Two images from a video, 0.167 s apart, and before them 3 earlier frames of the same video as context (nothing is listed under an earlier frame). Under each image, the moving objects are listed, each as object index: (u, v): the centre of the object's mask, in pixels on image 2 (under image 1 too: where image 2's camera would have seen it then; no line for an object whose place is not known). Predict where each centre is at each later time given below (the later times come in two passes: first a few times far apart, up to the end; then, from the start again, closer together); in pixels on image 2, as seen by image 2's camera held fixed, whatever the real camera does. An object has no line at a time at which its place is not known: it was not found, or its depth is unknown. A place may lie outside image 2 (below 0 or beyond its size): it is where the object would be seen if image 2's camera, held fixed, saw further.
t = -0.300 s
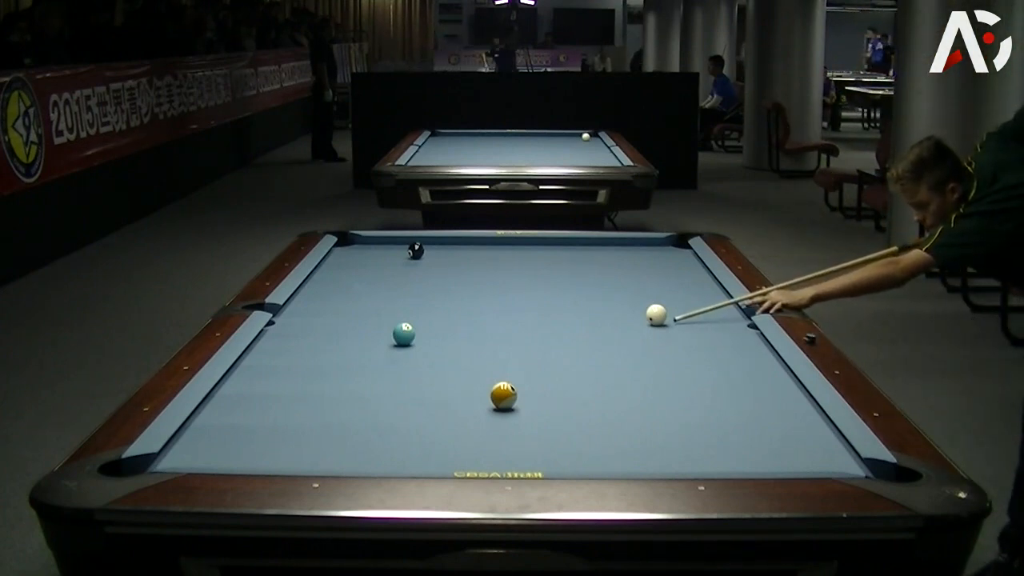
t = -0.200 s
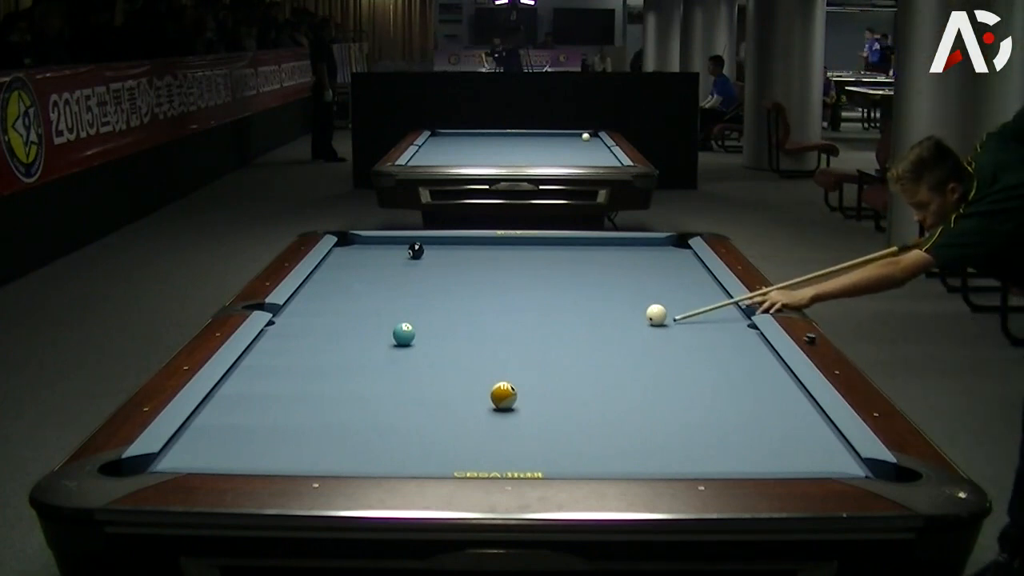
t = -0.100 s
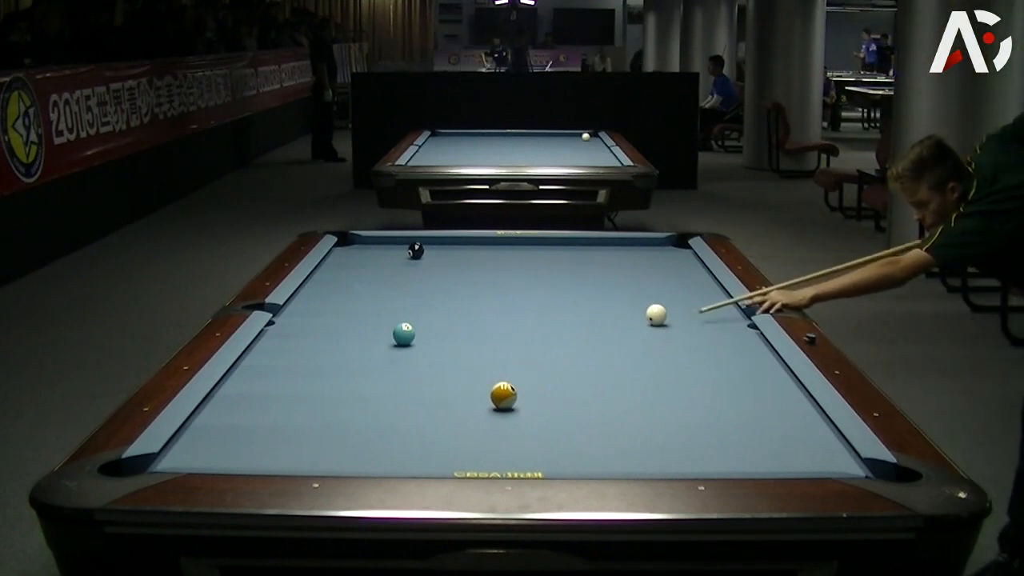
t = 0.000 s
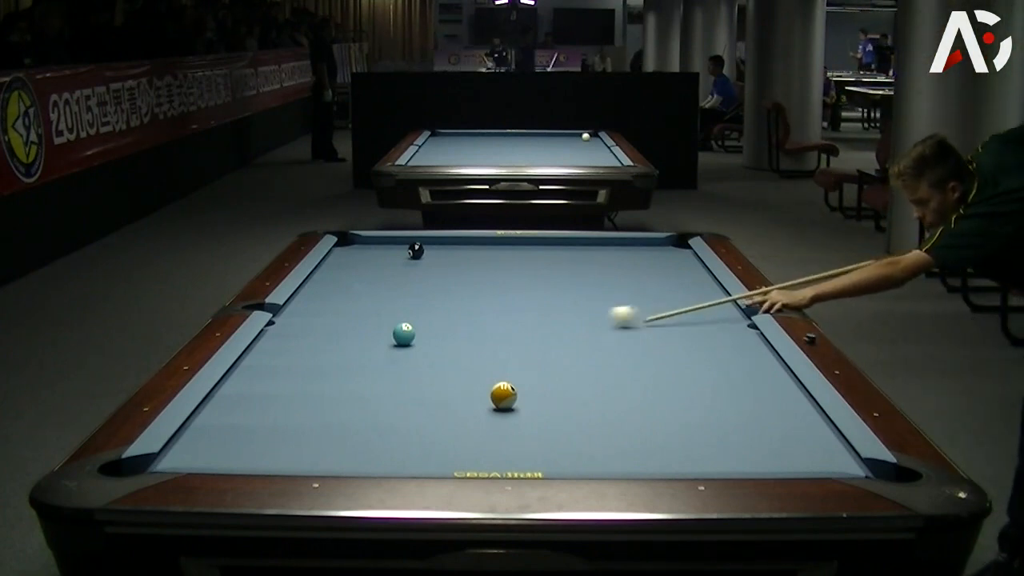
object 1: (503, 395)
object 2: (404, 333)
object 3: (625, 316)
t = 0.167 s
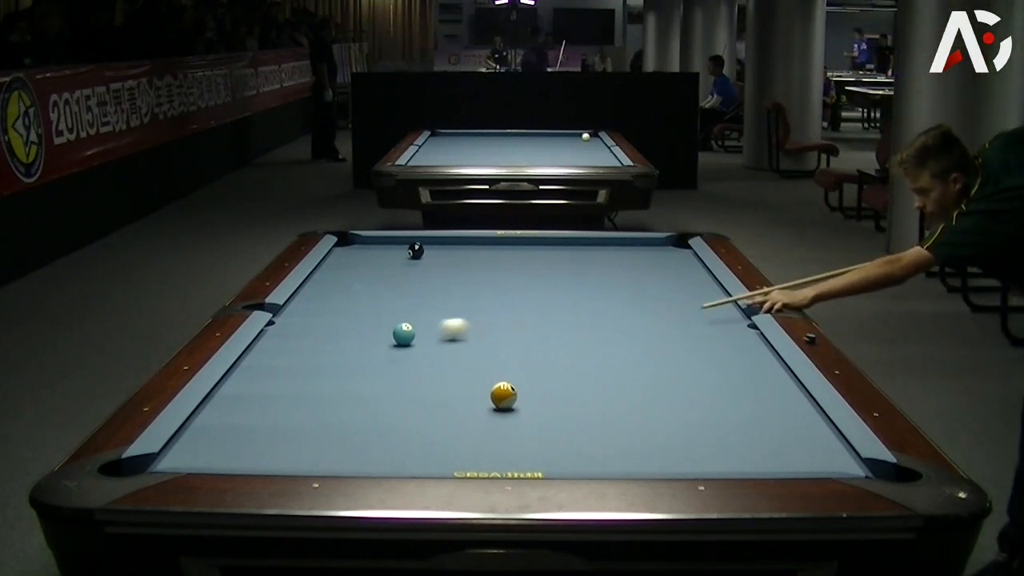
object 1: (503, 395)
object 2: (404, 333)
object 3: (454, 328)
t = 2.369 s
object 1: (768, 427)
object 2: (592, 454)
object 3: (384, 275)
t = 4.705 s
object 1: (568, 454)
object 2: (737, 454)
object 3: (374, 256)
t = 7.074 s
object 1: (541, 457)
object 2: (745, 453)
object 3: (374, 254)
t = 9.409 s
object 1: (541, 457)
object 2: (745, 453)
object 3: (374, 254)
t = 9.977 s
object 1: (541, 457)
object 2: (745, 453)
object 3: (374, 254)
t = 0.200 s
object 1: (503, 395)
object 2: (401, 334)
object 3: (423, 330)
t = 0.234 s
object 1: (503, 395)
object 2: (373, 337)
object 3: (417, 329)
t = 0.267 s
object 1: (503, 395)
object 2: (344, 342)
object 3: (413, 328)
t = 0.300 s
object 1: (503, 395)
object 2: (316, 346)
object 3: (410, 326)
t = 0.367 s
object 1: (503, 395)
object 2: (261, 353)
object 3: (406, 324)
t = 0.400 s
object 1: (503, 395)
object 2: (261, 357)
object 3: (405, 322)
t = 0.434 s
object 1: (503, 395)
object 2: (277, 359)
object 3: (405, 321)
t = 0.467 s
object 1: (503, 395)
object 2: (292, 362)
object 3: (404, 320)
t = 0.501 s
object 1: (503, 395)
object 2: (307, 364)
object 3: (404, 319)
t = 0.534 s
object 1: (503, 395)
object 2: (322, 366)
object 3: (403, 317)
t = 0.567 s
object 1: (503, 395)
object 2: (336, 368)
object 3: (403, 316)
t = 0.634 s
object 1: (503, 395)
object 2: (362, 373)
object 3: (402, 315)
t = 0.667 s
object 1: (503, 395)
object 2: (374, 375)
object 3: (401, 313)
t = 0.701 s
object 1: (503, 395)
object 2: (387, 378)
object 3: (401, 312)
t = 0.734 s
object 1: (503, 395)
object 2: (399, 380)
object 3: (400, 311)
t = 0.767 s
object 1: (503, 395)
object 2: (412, 382)
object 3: (400, 311)
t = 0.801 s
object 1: (503, 395)
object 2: (425, 384)
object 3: (399, 309)
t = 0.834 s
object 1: (503, 395)
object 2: (437, 386)
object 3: (399, 308)
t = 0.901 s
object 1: (503, 395)
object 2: (463, 391)
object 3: (398, 306)
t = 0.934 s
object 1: (504, 395)
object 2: (475, 394)
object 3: (397, 305)
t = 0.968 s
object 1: (516, 396)
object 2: (476, 395)
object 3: (397, 304)
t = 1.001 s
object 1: (529, 397)
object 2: (477, 396)
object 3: (397, 304)
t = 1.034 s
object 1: (541, 398)
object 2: (478, 397)
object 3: (396, 303)
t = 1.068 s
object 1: (552, 398)
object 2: (480, 399)
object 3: (396, 302)
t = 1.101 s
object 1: (562, 400)
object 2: (483, 400)
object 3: (396, 301)
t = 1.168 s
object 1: (581, 402)
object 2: (489, 403)
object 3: (395, 299)
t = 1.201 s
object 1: (591, 402)
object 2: (491, 405)
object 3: (394, 298)
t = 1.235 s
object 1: (601, 403)
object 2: (494, 406)
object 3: (394, 298)
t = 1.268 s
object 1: (611, 404)
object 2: (497, 407)
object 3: (394, 297)
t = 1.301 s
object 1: (620, 405)
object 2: (500, 408)
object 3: (393, 296)
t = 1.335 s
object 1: (630, 406)
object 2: (503, 410)
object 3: (393, 295)
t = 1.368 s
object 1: (640, 406)
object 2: (506, 412)
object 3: (393, 294)
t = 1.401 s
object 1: (649, 407)
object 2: (509, 413)
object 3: (392, 294)
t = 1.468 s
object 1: (668, 409)
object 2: (515, 415)
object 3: (391, 292)
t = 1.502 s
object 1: (678, 410)
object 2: (518, 417)
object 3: (391, 291)
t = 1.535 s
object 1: (688, 411)
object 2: (520, 419)
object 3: (391, 291)
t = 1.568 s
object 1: (697, 411)
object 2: (524, 420)
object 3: (391, 290)
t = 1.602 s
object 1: (707, 412)
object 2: (526, 422)
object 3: (390, 289)
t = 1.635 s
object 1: (716, 413)
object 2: (529, 423)
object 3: (390, 289)
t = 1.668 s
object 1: (726, 414)
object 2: (532, 424)
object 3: (389, 288)
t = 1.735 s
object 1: (745, 416)
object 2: (538, 427)
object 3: (389, 286)
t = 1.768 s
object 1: (754, 417)
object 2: (541, 429)
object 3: (389, 286)
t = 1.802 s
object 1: (764, 417)
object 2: (544, 430)
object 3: (388, 285)
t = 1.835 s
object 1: (773, 418)
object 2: (547, 432)
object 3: (388, 285)
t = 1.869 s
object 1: (782, 419)
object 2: (550, 433)
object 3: (388, 284)
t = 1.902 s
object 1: (792, 419)
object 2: (553, 435)
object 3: (387, 283)
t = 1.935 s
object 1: (801, 420)
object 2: (556, 436)
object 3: (387, 283)
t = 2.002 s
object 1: (817, 421)
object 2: (561, 439)
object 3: (387, 281)
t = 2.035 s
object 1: (811, 422)
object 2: (564, 440)
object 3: (386, 281)
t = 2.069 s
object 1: (806, 422)
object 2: (567, 442)
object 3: (386, 280)
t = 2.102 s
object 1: (801, 423)
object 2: (570, 443)
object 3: (386, 280)
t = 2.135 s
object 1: (796, 424)
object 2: (572, 445)
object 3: (385, 279)
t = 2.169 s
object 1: (792, 424)
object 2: (576, 446)
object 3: (385, 279)
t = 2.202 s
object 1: (788, 425)
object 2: (578, 447)
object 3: (385, 278)
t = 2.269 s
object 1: (780, 426)
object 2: (584, 450)
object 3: (384, 277)
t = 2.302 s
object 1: (776, 426)
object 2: (587, 451)
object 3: (384, 276)
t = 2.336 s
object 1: (772, 427)
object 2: (590, 453)
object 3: (384, 276)
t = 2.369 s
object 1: (768, 427)
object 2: (592, 454)
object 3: (384, 275)
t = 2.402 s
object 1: (764, 427)
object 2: (595, 455)
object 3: (383, 275)
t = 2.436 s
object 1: (760, 428)
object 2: (598, 456)
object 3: (383, 274)
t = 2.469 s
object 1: (756, 429)
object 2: (600, 457)
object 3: (383, 274)
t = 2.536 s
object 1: (748, 430)
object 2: (606, 459)
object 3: (382, 273)
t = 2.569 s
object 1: (744, 431)
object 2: (609, 459)
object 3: (382, 272)
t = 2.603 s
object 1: (741, 431)
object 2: (611, 460)
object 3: (382, 272)
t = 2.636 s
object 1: (736, 431)
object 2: (614, 461)
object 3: (382, 272)
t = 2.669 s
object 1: (733, 432)
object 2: (617, 461)
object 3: (382, 271)
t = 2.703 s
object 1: (729, 432)
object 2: (619, 462)
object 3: (381, 271)
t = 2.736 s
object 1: (725, 432)
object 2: (622, 462)
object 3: (381, 270)
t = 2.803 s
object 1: (718, 434)
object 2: (627, 464)
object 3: (380, 270)
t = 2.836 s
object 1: (714, 434)
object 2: (630, 464)
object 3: (380, 269)
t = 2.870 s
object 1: (711, 434)
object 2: (632, 465)
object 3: (380, 269)
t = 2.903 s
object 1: (707, 435)
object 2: (636, 465)
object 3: (380, 268)
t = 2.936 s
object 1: (704, 435)
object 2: (638, 465)
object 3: (380, 268)
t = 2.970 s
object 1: (700, 436)
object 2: (641, 464)
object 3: (379, 268)
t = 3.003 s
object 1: (697, 437)
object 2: (644, 464)
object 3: (379, 267)
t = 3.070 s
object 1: (690, 438)
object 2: (650, 463)
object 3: (379, 266)
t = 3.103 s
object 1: (686, 438)
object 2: (652, 463)
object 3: (379, 266)
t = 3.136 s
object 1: (683, 438)
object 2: (655, 462)
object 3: (378, 266)
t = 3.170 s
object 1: (680, 439)
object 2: (658, 462)
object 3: (378, 265)
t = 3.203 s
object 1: (677, 439)
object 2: (661, 462)
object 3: (378, 265)
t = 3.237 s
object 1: (674, 439)
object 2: (663, 461)
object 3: (378, 265)
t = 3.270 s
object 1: (671, 438)
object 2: (666, 461)
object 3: (378, 264)
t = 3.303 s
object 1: (667, 438)
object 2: (668, 461)
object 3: (378, 264)
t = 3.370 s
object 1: (660, 440)
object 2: (673, 461)
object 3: (377, 263)
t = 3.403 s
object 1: (657, 441)
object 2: (675, 461)
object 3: (377, 263)
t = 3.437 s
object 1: (655, 442)
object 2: (677, 460)
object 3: (377, 263)
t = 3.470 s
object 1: (652, 442)
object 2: (680, 460)
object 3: (377, 262)
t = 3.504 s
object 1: (649, 443)
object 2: (683, 460)
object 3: (377, 262)
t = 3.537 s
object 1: (646, 443)
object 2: (684, 460)
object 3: (377, 262)
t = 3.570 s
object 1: (643, 444)
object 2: (687, 460)
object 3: (376, 262)
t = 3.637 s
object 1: (638, 445)
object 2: (691, 459)
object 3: (376, 261)
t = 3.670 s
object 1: (635, 445)
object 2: (693, 459)
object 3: (376, 261)
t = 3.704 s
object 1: (632, 445)
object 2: (695, 458)
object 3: (376, 261)
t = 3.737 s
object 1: (630, 446)
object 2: (697, 458)
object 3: (376, 260)
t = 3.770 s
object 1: (627, 446)
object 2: (699, 458)
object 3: (376, 260)
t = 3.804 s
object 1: (625, 446)
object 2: (701, 458)
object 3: (376, 260)
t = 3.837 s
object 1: (622, 447)
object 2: (703, 457)
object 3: (375, 260)
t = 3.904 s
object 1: (617, 447)
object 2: (706, 457)
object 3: (375, 259)
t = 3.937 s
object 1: (614, 448)
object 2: (708, 457)
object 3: (375, 259)
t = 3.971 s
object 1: (612, 448)
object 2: (710, 457)
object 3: (375, 259)
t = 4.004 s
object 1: (609, 448)
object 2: (711, 457)
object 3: (375, 259)
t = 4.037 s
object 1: (607, 449)
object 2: (713, 456)
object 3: (375, 259)
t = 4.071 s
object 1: (605, 449)
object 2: (715, 456)
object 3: (375, 258)
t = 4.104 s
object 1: (602, 449)
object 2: (716, 456)
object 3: (375, 258)
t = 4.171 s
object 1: (598, 450)
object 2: (719, 456)
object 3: (375, 258)
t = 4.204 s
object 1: (596, 450)
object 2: (720, 455)
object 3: (375, 258)
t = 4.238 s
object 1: (594, 450)
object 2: (722, 455)
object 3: (375, 257)
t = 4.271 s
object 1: (592, 450)
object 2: (723, 455)
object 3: (375, 257)
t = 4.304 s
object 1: (589, 451)
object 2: (724, 455)
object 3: (375, 257)
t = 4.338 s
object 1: (588, 451)
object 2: (725, 455)
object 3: (375, 257)
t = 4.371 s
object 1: (585, 451)
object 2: (727, 455)
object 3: (375, 257)
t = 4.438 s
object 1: (582, 452)
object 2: (729, 455)
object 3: (375, 257)
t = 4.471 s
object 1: (580, 452)
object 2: (730, 455)
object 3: (374, 256)
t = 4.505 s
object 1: (578, 453)
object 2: (732, 454)
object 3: (374, 256)
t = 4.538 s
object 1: (576, 453)
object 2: (732, 454)
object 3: (374, 256)
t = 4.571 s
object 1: (575, 453)
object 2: (733, 454)
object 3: (374, 256)
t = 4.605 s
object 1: (573, 453)
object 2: (734, 454)
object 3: (374, 256)
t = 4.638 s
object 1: (571, 453)
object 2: (735, 454)
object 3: (374, 256)
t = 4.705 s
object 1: (568, 454)
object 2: (737, 454)
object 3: (374, 256)
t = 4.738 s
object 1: (566, 454)
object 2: (737, 454)
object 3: (374, 255)
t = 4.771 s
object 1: (565, 454)
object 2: (738, 454)
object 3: (374, 255)
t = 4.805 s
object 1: (563, 454)
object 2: (739, 454)
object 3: (374, 255)
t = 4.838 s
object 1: (562, 454)
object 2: (739, 454)
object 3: (374, 255)
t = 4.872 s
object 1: (561, 454)
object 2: (740, 454)
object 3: (374, 255)
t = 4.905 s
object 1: (560, 454)
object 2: (741, 454)
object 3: (374, 255)
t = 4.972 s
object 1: (557, 455)
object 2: (742, 453)
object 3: (374, 255)
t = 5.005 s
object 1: (556, 455)
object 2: (742, 453)
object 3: (374, 255)
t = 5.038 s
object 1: (555, 455)
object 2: (743, 453)
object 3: (374, 255)
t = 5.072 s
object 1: (554, 455)
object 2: (743, 453)
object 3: (374, 255)
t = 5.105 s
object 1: (553, 455)
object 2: (743, 453)
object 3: (374, 255)
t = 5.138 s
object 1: (552, 456)
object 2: (743, 453)
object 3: (374, 254)
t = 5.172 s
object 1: (551, 456)
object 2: (744, 453)
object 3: (374, 254)
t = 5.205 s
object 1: (550, 456)
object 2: (744, 453)
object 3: (374, 254)
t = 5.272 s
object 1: (548, 456)
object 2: (744, 453)
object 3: (374, 254)
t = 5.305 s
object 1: (547, 456)
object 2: (744, 453)
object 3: (374, 254)
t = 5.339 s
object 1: (547, 456)
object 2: (744, 453)
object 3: (374, 254)
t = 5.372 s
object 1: (546, 456)
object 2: (744, 453)
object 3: (374, 254)
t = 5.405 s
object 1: (545, 456)
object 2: (744, 453)
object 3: (374, 254)
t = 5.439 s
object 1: (545, 456)
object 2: (744, 453)
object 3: (374, 254)
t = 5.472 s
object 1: (544, 457)
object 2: (744, 453)
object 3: (374, 254)
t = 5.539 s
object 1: (544, 457)
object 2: (744, 453)
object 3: (374, 254)
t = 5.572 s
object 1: (543, 457)
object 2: (744, 453)
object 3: (374, 254)
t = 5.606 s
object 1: (543, 457)
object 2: (744, 453)
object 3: (374, 254)
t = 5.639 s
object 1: (542, 457)
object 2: (744, 453)
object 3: (374, 254)
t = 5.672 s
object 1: (542, 457)
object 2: (744, 453)
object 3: (374, 254)
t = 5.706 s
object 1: (542, 457)
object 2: (744, 453)
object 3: (374, 254)
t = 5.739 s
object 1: (542, 457)
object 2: (744, 453)
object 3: (374, 254)
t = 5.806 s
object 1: (541, 457)
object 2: (744, 453)
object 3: (374, 254)
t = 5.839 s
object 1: (541, 457)
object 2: (744, 453)
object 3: (374, 254)
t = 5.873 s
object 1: (541, 457)
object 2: (744, 453)
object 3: (374, 254)
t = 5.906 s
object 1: (541, 457)
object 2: (744, 453)
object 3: (374, 254)
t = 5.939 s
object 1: (541, 457)
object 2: (744, 453)
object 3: (374, 254)
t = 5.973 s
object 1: (541, 457)
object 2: (744, 453)
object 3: (374, 254)
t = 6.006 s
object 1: (541, 457)
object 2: (744, 453)
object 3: (374, 254)
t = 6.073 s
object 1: (541, 457)
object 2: (744, 453)
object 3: (374, 254)
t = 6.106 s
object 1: (541, 457)
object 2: (744, 453)
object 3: (374, 254)
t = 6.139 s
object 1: (541, 457)
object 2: (744, 453)
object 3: (374, 254)
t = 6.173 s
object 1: (541, 457)
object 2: (744, 453)
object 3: (374, 254)
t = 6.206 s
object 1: (541, 457)
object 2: (744, 453)
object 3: (374, 254)
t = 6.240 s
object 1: (541, 457)
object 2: (744, 453)
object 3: (374, 254)
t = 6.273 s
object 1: (541, 457)
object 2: (744, 453)
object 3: (374, 254)
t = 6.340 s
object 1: (541, 457)
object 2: (744, 453)
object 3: (374, 254)
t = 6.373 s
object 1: (541, 457)
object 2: (744, 453)
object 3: (374, 254)
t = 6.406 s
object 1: (541, 457)
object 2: (744, 453)
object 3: (374, 254)
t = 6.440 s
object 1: (541, 457)
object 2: (744, 453)
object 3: (374, 254)
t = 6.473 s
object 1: (541, 457)
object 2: (744, 453)
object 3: (374, 254)
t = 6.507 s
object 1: (541, 457)
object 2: (744, 453)
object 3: (374, 254)
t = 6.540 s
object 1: (541, 457)
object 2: (744, 453)
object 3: (374, 254)
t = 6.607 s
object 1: (541, 457)
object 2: (744, 453)
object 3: (374, 254)
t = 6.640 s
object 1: (541, 457)
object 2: (744, 453)
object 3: (374, 254)
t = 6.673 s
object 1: (541, 457)
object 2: (744, 453)
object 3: (374, 254)
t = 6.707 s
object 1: (541, 457)
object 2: (744, 453)
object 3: (374, 254)
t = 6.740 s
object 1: (541, 457)
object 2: (745, 453)
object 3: (374, 254)
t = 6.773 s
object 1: (541, 457)
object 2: (745, 453)
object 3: (374, 254)
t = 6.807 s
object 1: (541, 457)
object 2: (745, 453)
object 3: (374, 254)
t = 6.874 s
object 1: (541, 457)
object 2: (745, 453)
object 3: (374, 254)
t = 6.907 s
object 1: (541, 457)
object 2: (745, 453)
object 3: (374, 254)
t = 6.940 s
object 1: (541, 457)
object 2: (745, 453)
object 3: (374, 254)
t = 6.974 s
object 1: (541, 457)
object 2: (745, 453)
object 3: (374, 254)
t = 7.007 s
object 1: (541, 457)
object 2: (745, 453)
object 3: (374, 254)
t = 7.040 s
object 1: (541, 457)
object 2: (745, 453)
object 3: (374, 254)
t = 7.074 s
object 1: (541, 457)
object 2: (745, 453)
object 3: (374, 254)
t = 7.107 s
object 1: (541, 457)
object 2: (745, 453)
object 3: (374, 254)
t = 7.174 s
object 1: (541, 457)
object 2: (745, 453)
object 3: (374, 254)
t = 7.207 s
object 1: (541, 457)
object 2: (745, 453)
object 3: (374, 254)
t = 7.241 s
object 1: (541, 457)
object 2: (745, 453)
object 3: (374, 254)
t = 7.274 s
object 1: (541, 457)
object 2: (745, 453)
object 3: (374, 254)
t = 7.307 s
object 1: (541, 457)
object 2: (745, 453)
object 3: (374, 254)
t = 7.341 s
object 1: (541, 457)
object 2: (745, 453)
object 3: (374, 254)
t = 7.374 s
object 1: (541, 457)
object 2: (745, 453)
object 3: (374, 254)
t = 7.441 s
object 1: (541, 457)
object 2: (745, 453)
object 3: (374, 254)
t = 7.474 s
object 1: (541, 457)
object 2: (745, 453)
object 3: (374, 254)
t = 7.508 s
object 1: (541, 457)
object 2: (745, 453)
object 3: (374, 254)
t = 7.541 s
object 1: (541, 457)
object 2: (745, 453)
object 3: (374, 254)
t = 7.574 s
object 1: (541, 457)
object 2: (745, 453)
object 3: (374, 254)
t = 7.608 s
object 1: (541, 457)
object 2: (745, 453)
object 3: (374, 254)
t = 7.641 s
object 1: (541, 457)
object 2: (745, 453)
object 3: (374, 254)
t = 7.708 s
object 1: (541, 457)
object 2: (745, 453)
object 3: (374, 254)
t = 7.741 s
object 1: (541, 457)
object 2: (745, 453)
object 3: (374, 254)
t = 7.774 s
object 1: (541, 457)
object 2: (745, 453)
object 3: (374, 254)
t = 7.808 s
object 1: (541, 457)
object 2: (745, 453)
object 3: (374, 254)
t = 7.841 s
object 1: (541, 457)
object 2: (745, 453)
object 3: (374, 254)
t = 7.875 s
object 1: (541, 457)
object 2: (745, 453)
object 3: (374, 254)
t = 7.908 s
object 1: (541, 457)
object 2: (745, 453)
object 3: (374, 254)
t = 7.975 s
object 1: (541, 457)
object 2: (745, 453)
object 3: (374, 254)
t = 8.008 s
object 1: (541, 457)
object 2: (745, 453)
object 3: (374, 254)
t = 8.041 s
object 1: (541, 457)
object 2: (745, 453)
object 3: (374, 254)
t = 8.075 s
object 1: (541, 457)
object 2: (745, 453)
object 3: (374, 254)
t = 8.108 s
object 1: (541, 457)
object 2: (745, 453)
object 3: (374, 254)
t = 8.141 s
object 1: (541, 457)
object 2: (745, 453)
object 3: (374, 254)
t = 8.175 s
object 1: (541, 457)
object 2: (745, 453)
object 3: (374, 254)
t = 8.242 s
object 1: (541, 457)
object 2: (745, 453)
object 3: (374, 254)
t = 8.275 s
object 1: (541, 457)
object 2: (745, 453)
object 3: (374, 254)
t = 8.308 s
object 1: (541, 457)
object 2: (745, 453)
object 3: (374, 254)
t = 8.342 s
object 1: (541, 457)
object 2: (745, 453)
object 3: (374, 254)
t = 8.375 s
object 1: (541, 457)
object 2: (745, 453)
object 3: (374, 254)
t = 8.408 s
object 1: (541, 457)
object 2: (745, 453)
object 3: (374, 254)
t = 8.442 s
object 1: (541, 457)
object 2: (745, 453)
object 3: (374, 254)
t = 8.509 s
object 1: (541, 457)
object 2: (745, 453)
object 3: (374, 254)
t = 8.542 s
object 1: (541, 457)
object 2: (745, 453)
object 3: (374, 254)
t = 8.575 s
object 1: (541, 457)
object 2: (745, 453)
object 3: (374, 254)
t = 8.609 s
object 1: (541, 457)
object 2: (745, 453)
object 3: (374, 254)
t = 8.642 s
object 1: (541, 457)
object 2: (745, 453)
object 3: (374, 254)
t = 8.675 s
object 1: (541, 457)
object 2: (745, 453)
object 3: (374, 254)
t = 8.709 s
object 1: (541, 457)
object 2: (745, 453)
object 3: (374, 254)
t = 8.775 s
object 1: (541, 457)
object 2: (745, 453)
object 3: (374, 254)
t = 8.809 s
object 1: (541, 457)
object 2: (745, 453)
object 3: (374, 254)
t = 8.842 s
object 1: (541, 457)
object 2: (745, 453)
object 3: (374, 254)
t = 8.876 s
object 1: (541, 457)
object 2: (745, 453)
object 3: (374, 254)
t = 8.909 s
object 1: (541, 457)
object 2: (745, 453)
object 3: (374, 254)
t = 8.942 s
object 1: (541, 457)
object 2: (745, 453)
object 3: (374, 254)
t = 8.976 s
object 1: (541, 457)
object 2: (745, 453)
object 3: (374, 254)
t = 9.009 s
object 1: (541, 457)
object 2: (745, 453)
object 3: (374, 254)
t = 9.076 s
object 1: (541, 457)
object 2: (745, 453)
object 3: (374, 254)
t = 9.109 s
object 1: (541, 457)
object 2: (745, 453)
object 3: (374, 254)
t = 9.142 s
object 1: (541, 457)
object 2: (745, 453)
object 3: (374, 254)
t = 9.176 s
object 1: (541, 457)
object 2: (745, 453)
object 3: (374, 254)
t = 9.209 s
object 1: (541, 457)
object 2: (745, 453)
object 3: (374, 254)
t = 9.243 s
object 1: (541, 457)
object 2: (745, 453)
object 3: (374, 254)
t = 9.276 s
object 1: (541, 457)
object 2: (745, 453)
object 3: (374, 254)
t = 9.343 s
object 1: (541, 457)
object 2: (745, 453)
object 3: (374, 254)
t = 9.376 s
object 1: (541, 457)
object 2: (745, 453)
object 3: (374, 254)
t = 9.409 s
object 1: (541, 457)
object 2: (745, 453)
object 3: (374, 254)
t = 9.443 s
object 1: (541, 457)
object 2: (745, 453)
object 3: (374, 254)
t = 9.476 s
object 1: (541, 457)
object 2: (745, 453)
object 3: (374, 254)
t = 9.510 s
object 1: (541, 457)
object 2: (745, 453)
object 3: (374, 254)
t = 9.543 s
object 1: (541, 457)
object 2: (745, 453)
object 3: (374, 254)
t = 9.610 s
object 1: (541, 457)
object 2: (745, 453)
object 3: (374, 254)
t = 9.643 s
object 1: (541, 457)
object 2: (745, 453)
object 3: (374, 254)
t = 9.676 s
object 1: (541, 457)
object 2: (745, 453)
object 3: (374, 254)
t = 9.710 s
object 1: (541, 457)
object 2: (745, 453)
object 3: (374, 254)
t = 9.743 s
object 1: (541, 457)
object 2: (745, 453)
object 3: (374, 254)
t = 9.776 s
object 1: (541, 457)
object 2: (745, 453)
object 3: (374, 254)
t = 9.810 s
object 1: (541, 457)
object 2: (745, 453)
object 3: (374, 254)
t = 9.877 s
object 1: (541, 457)
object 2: (745, 453)
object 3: (374, 254)
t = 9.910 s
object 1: (541, 457)
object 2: (745, 453)
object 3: (374, 254)
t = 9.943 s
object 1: (541, 457)
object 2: (745, 453)
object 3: (374, 254)
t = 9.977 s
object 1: (541, 457)
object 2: (745, 453)
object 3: (374, 254)
